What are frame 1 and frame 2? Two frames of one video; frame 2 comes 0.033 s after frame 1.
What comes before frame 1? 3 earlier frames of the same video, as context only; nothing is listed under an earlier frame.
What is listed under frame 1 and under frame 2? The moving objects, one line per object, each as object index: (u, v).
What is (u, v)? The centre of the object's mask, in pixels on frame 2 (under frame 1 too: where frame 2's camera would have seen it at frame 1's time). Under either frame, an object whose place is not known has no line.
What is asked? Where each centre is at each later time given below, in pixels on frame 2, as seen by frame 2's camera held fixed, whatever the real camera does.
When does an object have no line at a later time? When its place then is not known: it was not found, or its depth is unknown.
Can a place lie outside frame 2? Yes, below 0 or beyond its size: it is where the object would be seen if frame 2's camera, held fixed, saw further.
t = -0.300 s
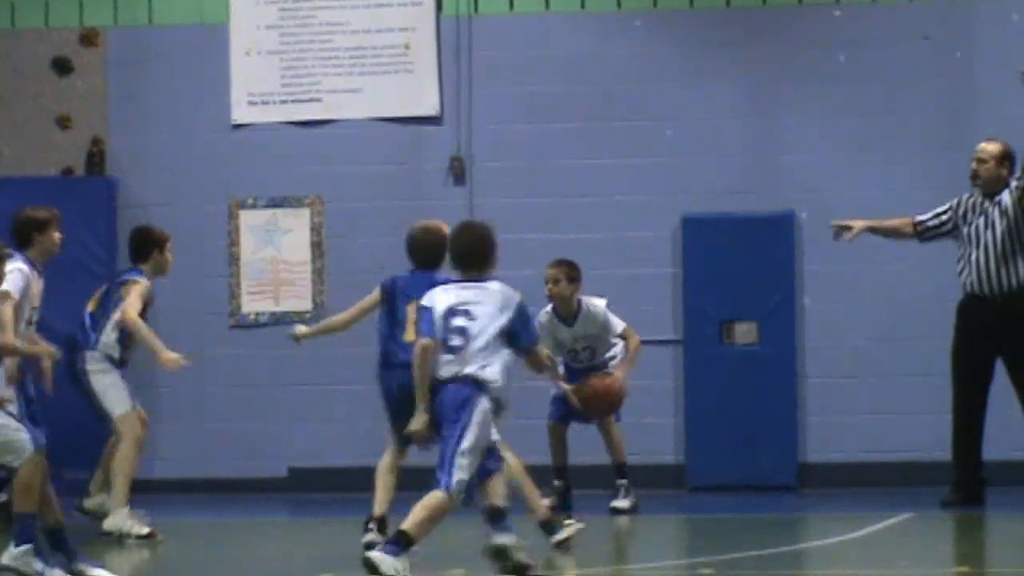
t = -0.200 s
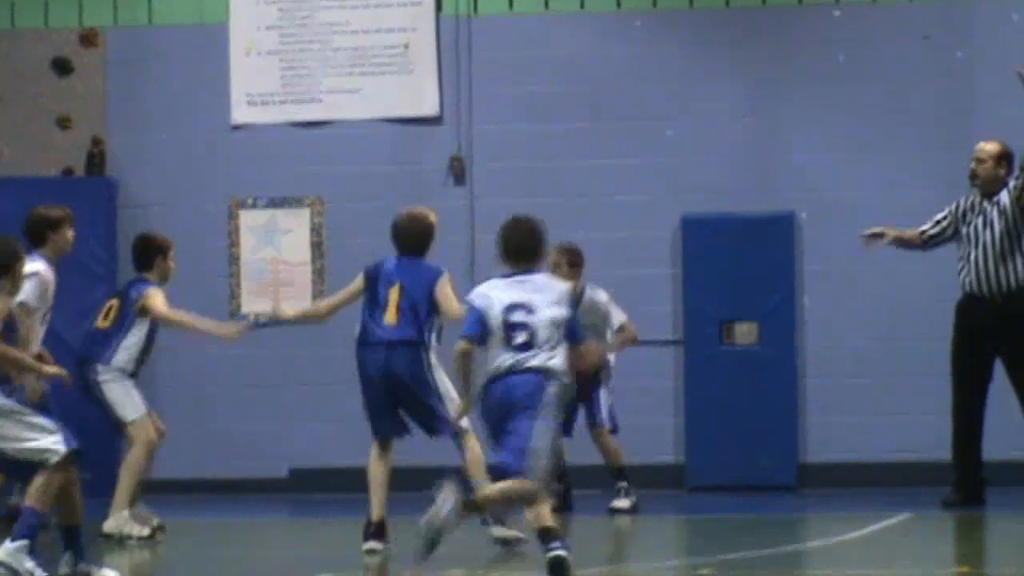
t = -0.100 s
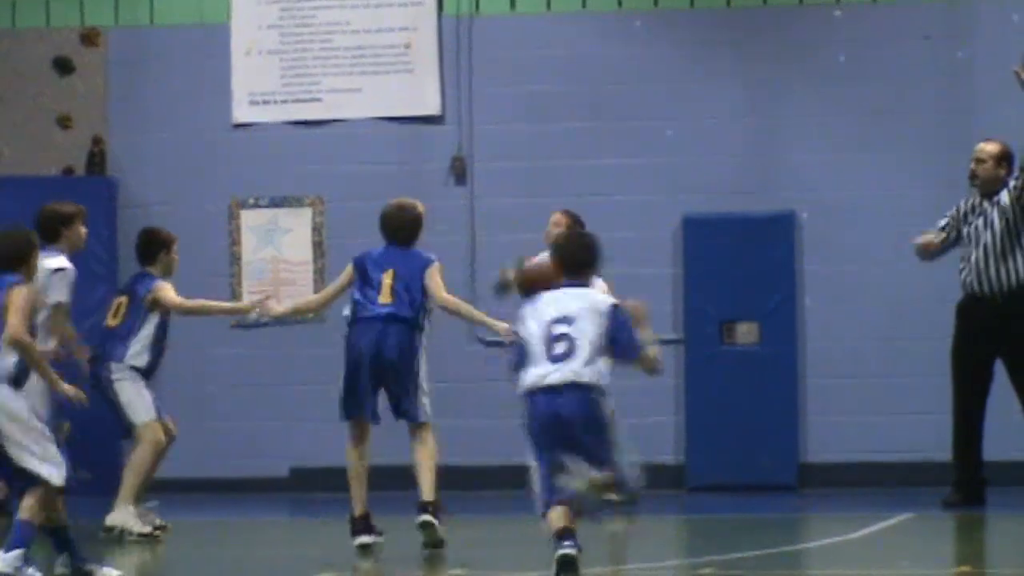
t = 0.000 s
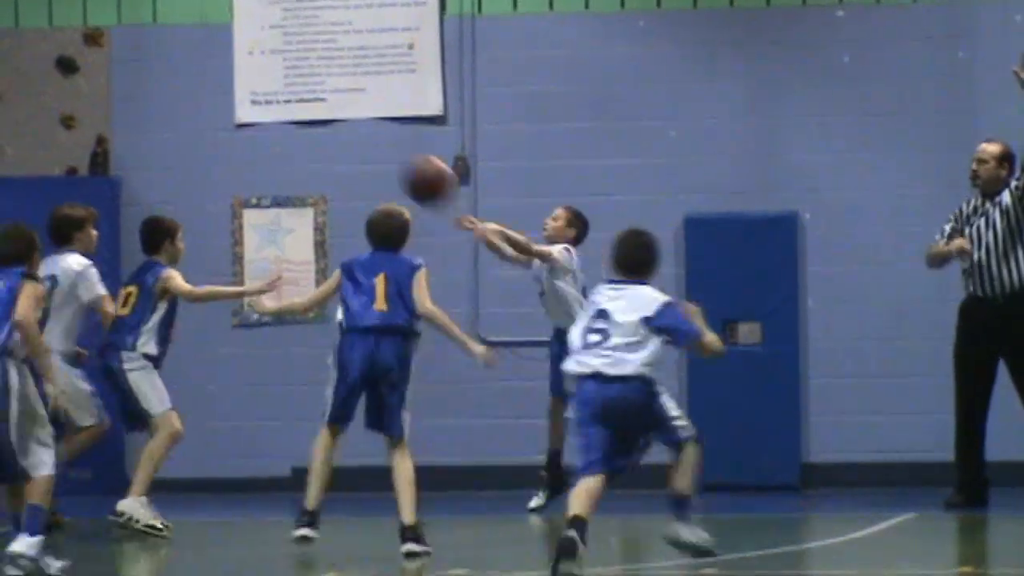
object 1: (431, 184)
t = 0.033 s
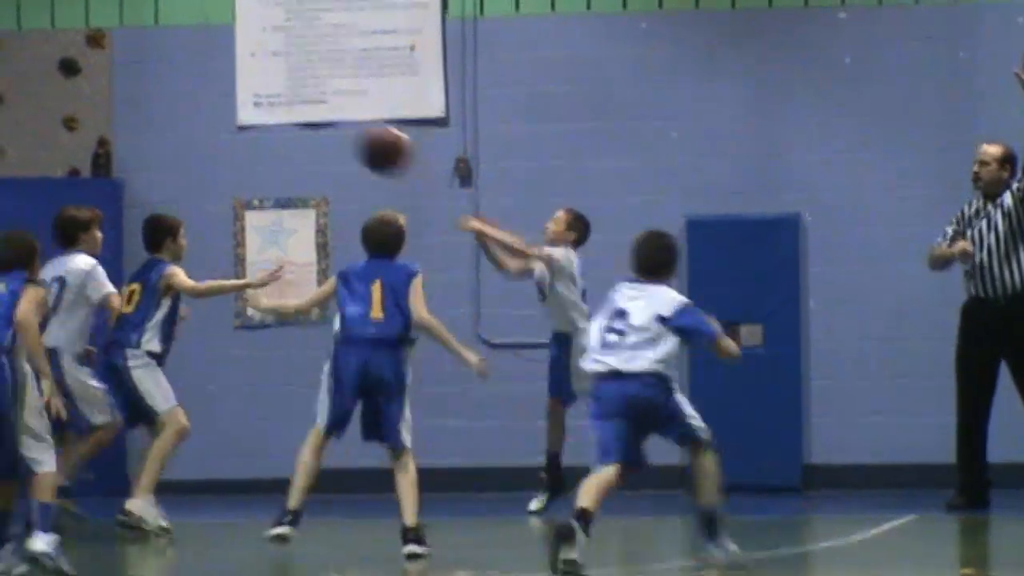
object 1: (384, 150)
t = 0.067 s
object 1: (340, 119)
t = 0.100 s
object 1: (289, 88)
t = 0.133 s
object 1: (239, 60)
